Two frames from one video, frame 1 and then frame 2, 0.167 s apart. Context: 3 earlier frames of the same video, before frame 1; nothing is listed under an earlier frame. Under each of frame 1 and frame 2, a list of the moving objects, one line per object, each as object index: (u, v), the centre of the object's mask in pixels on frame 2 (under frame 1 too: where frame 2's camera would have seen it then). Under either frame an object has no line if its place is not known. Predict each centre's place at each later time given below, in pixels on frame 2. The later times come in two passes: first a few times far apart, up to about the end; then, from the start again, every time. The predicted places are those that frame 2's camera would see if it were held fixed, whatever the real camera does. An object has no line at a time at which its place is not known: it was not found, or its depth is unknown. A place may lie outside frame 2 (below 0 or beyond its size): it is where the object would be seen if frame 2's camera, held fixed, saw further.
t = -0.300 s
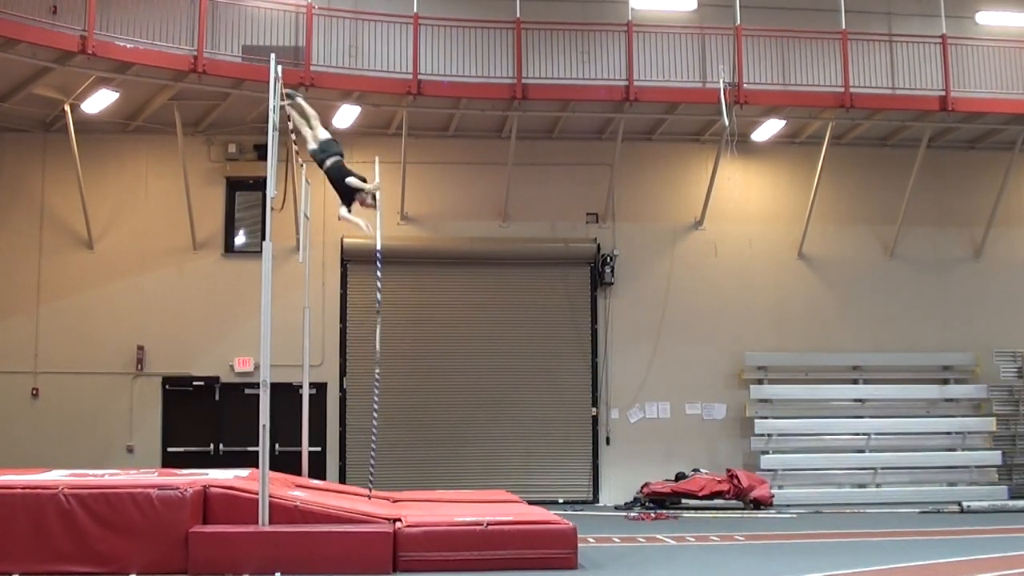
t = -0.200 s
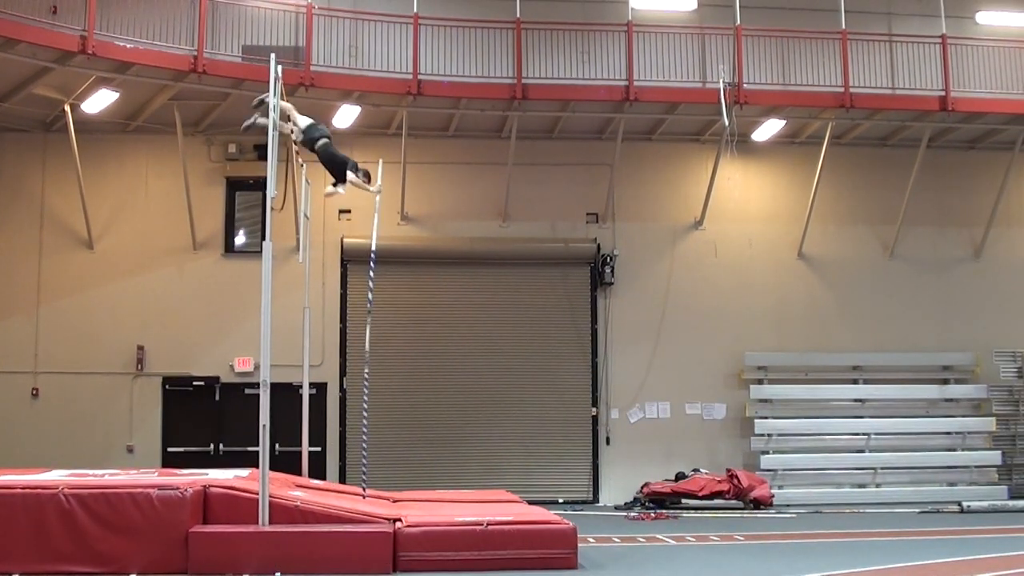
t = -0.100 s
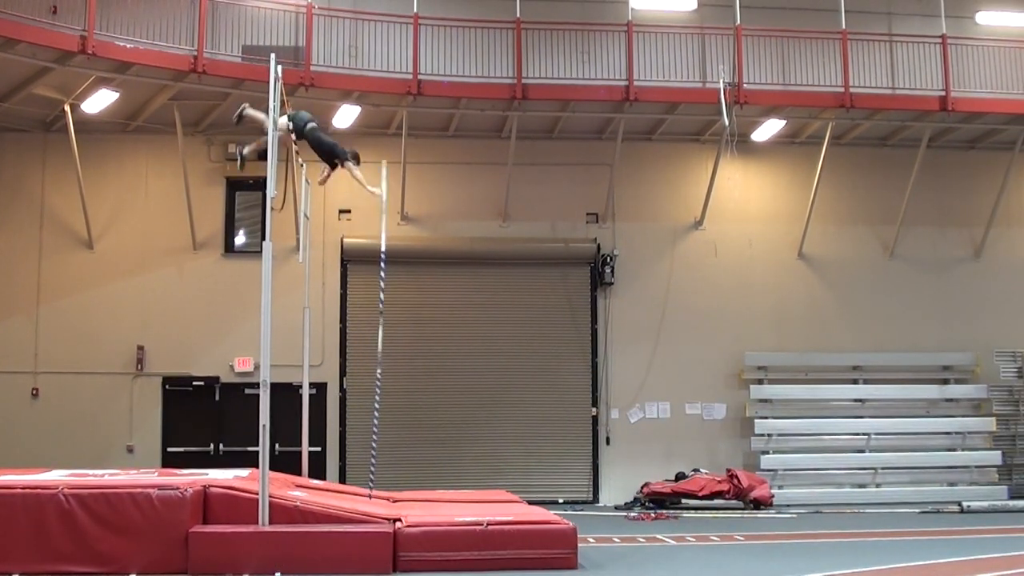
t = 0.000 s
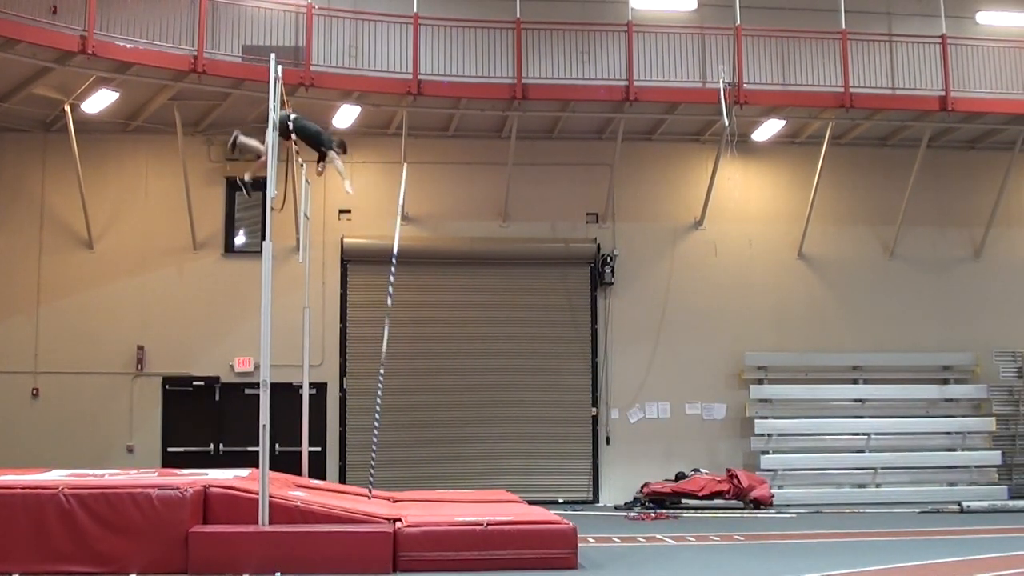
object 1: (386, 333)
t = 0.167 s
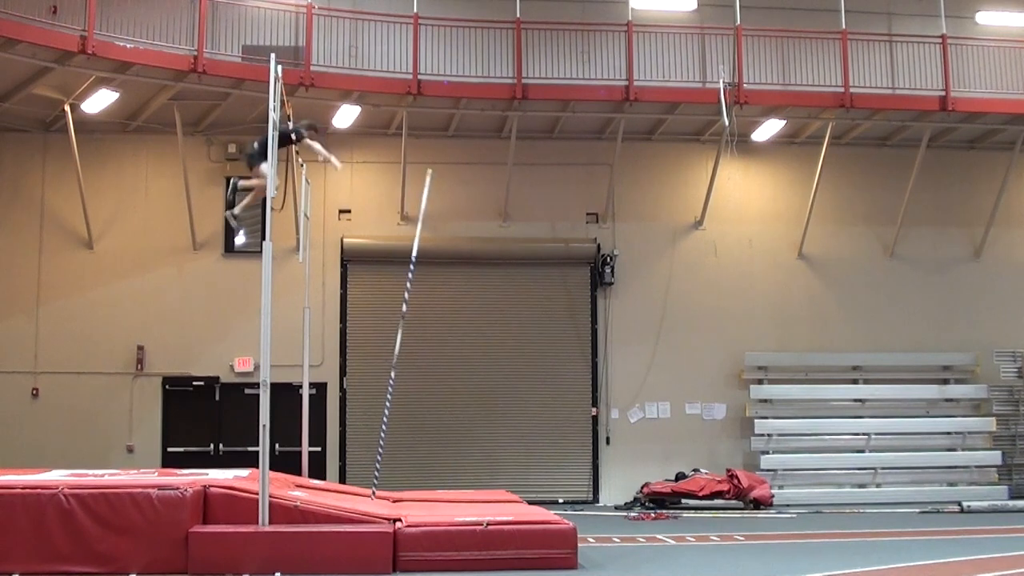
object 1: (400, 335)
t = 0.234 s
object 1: (406, 337)
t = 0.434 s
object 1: (427, 345)
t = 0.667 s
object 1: (462, 353)
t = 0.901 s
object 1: (507, 378)
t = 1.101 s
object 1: (556, 420)
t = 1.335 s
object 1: (549, 501)
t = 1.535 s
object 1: (547, 481)
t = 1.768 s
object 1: (565, 470)
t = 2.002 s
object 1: (592, 482)
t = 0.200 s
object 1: (403, 336)
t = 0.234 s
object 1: (406, 337)
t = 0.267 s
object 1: (409, 339)
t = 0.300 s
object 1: (412, 339)
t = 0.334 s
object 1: (416, 340)
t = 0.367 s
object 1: (419, 342)
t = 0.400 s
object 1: (423, 343)
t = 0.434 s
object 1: (427, 345)
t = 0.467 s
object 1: (432, 344)
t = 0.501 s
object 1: (437, 344)
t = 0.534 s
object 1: (441, 346)
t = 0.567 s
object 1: (446, 348)
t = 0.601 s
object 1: (451, 350)
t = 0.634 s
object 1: (456, 350)
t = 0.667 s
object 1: (462, 353)
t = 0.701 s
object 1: (466, 358)
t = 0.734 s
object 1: (474, 358)
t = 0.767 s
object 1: (479, 361)
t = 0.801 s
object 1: (486, 364)
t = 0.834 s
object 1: (493, 369)
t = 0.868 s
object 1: (499, 374)
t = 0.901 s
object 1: (507, 378)
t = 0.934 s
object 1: (515, 383)
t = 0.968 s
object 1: (525, 387)
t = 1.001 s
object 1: (532, 395)
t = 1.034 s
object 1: (537, 405)
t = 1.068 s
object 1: (547, 412)
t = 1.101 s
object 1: (556, 420)
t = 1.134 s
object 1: (566, 429)
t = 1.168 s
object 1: (576, 440)
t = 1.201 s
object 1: (586, 452)
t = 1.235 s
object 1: (601, 463)
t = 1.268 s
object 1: (606, 476)
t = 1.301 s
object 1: (597, 492)
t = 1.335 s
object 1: (549, 501)
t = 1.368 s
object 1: (522, 501)
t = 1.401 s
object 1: (521, 499)
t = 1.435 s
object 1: (541, 497)
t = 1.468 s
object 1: (535, 490)
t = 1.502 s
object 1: (553, 487)
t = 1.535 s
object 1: (547, 481)
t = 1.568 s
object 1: (536, 476)
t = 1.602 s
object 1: (529, 474)
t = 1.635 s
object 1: (543, 472)
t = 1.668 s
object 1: (543, 471)
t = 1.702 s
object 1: (543, 472)
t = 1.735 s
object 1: (551, 471)
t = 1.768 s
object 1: (565, 470)
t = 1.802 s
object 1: (577, 469)
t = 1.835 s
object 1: (582, 468)
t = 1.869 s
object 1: (583, 470)
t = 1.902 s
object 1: (579, 473)
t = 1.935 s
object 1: (584, 475)
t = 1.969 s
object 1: (586, 479)
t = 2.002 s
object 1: (592, 482)
